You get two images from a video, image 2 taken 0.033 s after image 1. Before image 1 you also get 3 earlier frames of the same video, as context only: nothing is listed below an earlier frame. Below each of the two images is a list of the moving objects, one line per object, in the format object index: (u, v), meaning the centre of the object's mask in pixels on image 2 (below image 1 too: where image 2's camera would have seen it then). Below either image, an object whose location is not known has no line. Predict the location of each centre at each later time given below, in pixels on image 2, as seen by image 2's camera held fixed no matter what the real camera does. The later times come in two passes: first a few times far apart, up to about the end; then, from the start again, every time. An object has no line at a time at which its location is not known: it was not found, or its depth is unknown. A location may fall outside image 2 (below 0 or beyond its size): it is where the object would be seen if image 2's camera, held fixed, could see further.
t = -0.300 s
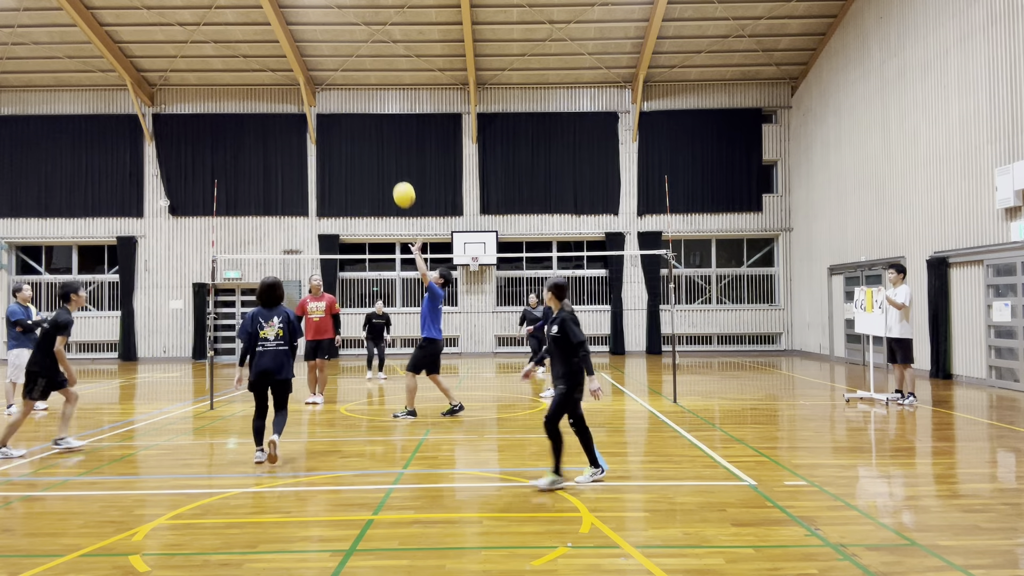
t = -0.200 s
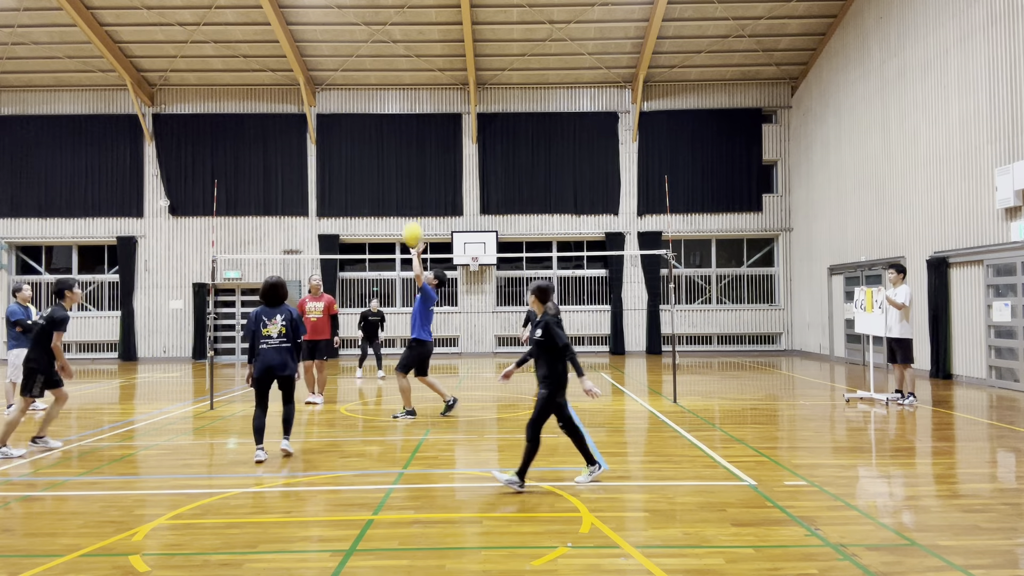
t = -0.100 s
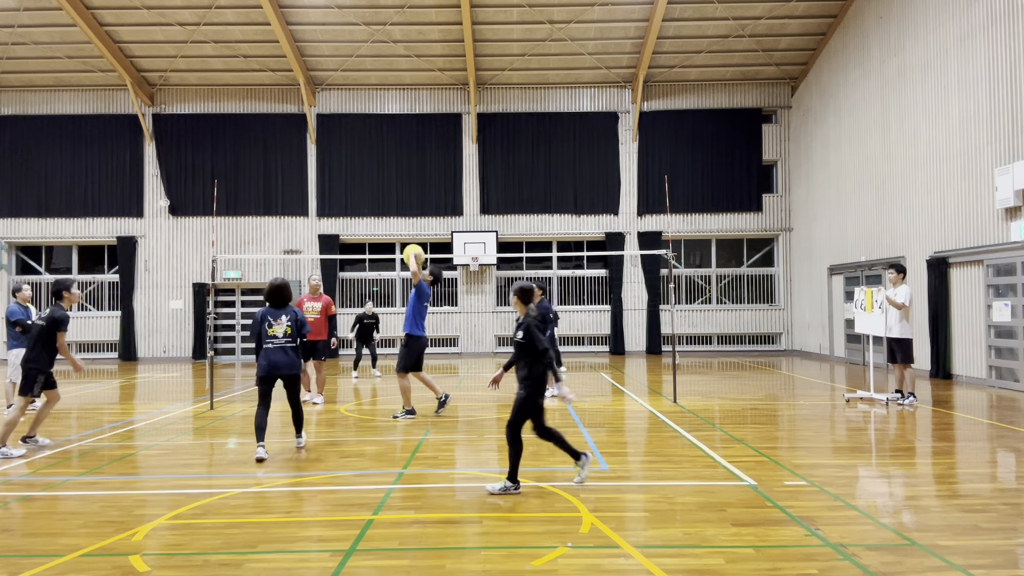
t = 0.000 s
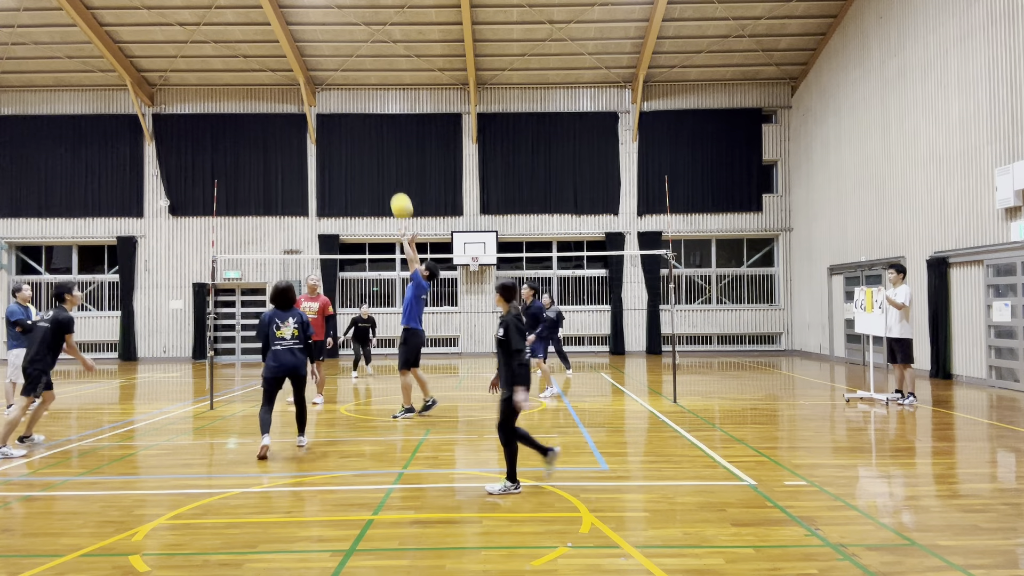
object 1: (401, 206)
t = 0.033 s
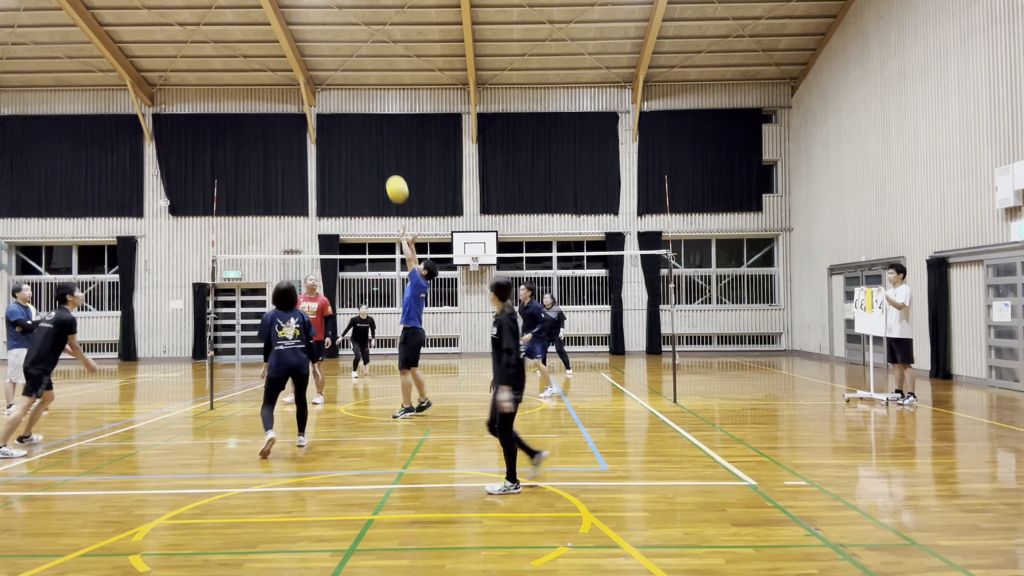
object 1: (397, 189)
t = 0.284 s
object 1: (363, 89)
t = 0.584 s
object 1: (325, 42)
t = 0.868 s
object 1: (292, 62)
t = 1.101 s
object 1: (267, 123)
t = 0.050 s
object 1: (395, 181)
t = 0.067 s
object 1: (392, 173)
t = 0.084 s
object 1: (390, 165)
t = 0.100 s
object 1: (388, 157)
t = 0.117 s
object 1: (386, 150)
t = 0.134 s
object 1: (384, 142)
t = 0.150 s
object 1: (381, 135)
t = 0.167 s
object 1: (379, 129)
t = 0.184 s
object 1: (377, 123)
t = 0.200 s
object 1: (375, 116)
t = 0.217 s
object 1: (372, 110)
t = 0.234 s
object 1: (370, 105)
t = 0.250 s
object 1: (368, 99)
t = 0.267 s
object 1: (365, 94)
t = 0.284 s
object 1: (363, 89)
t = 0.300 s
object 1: (361, 84)
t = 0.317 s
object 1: (359, 80)
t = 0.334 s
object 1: (356, 76)
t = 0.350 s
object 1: (354, 72)
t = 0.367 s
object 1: (352, 69)
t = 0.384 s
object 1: (350, 65)
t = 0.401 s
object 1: (348, 62)
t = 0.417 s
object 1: (346, 59)
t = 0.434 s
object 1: (343, 56)
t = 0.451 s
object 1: (341, 54)
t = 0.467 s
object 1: (339, 51)
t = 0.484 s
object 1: (337, 49)
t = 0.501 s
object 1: (335, 48)
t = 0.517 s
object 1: (333, 46)
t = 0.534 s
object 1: (331, 44)
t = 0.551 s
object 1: (329, 43)
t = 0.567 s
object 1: (327, 42)
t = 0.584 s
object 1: (325, 42)
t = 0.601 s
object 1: (323, 41)
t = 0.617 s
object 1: (321, 41)
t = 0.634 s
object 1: (319, 41)
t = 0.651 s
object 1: (317, 41)
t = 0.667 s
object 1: (315, 41)
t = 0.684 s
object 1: (313, 42)
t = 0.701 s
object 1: (311, 43)
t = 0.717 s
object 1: (309, 43)
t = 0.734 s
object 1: (307, 45)
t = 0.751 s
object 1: (305, 46)
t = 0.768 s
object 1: (303, 48)
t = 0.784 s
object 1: (301, 50)
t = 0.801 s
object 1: (300, 51)
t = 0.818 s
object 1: (297, 54)
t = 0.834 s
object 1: (296, 56)
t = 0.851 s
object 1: (294, 59)
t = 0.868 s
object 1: (292, 62)
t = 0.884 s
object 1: (290, 65)
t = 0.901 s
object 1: (288, 69)
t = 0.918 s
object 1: (286, 72)
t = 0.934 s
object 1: (285, 75)
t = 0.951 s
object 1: (283, 79)
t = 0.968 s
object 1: (281, 83)
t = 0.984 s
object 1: (279, 87)
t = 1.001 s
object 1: (278, 92)
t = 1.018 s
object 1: (276, 97)
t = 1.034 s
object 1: (274, 101)
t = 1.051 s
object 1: (272, 107)
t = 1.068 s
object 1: (271, 112)
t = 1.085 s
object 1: (269, 117)
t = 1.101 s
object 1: (267, 123)
